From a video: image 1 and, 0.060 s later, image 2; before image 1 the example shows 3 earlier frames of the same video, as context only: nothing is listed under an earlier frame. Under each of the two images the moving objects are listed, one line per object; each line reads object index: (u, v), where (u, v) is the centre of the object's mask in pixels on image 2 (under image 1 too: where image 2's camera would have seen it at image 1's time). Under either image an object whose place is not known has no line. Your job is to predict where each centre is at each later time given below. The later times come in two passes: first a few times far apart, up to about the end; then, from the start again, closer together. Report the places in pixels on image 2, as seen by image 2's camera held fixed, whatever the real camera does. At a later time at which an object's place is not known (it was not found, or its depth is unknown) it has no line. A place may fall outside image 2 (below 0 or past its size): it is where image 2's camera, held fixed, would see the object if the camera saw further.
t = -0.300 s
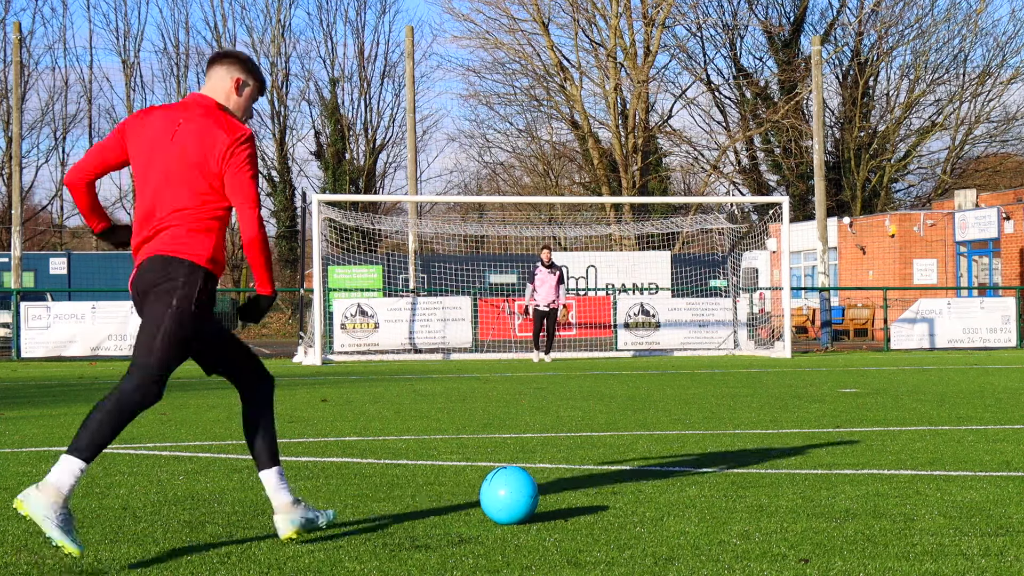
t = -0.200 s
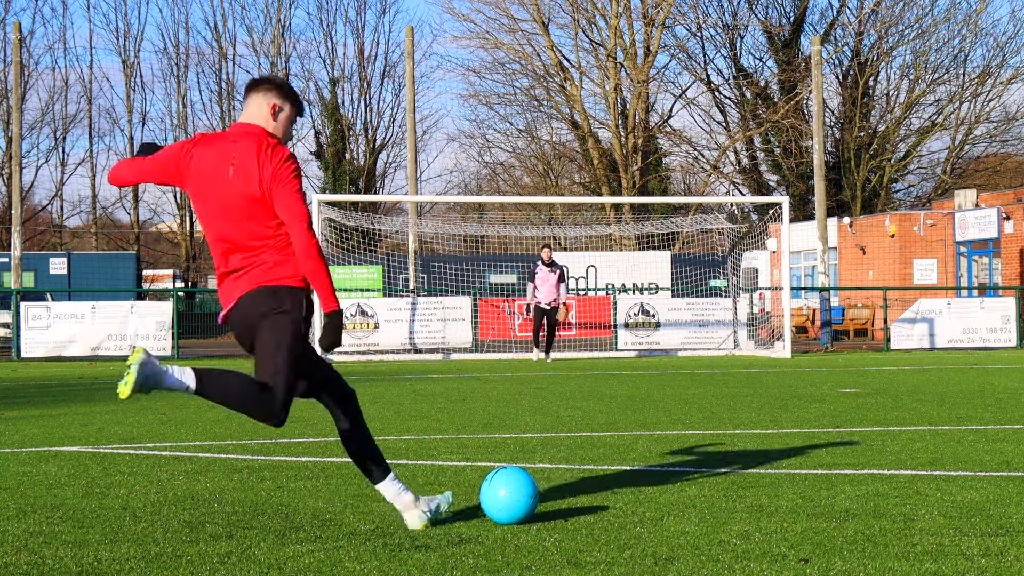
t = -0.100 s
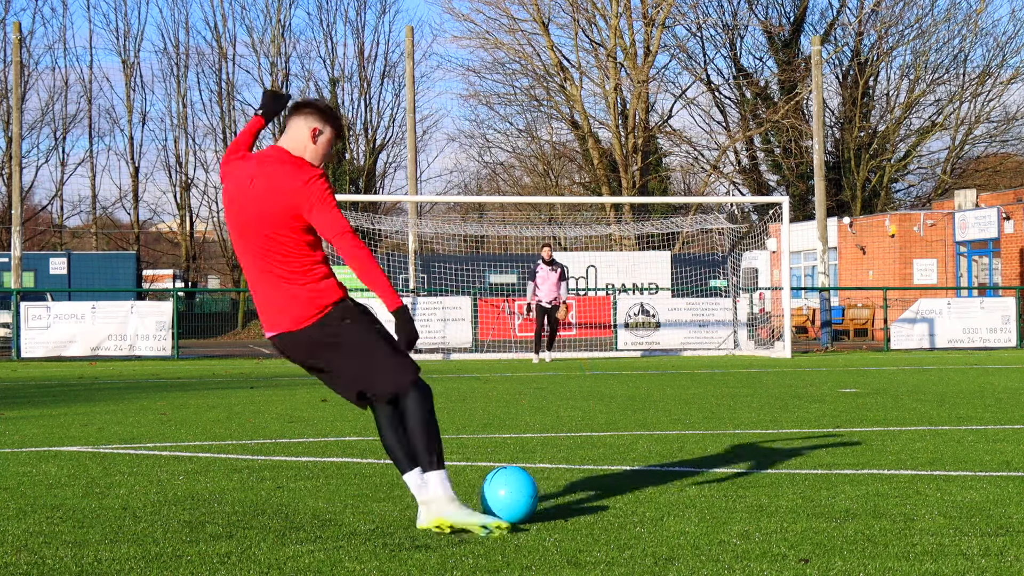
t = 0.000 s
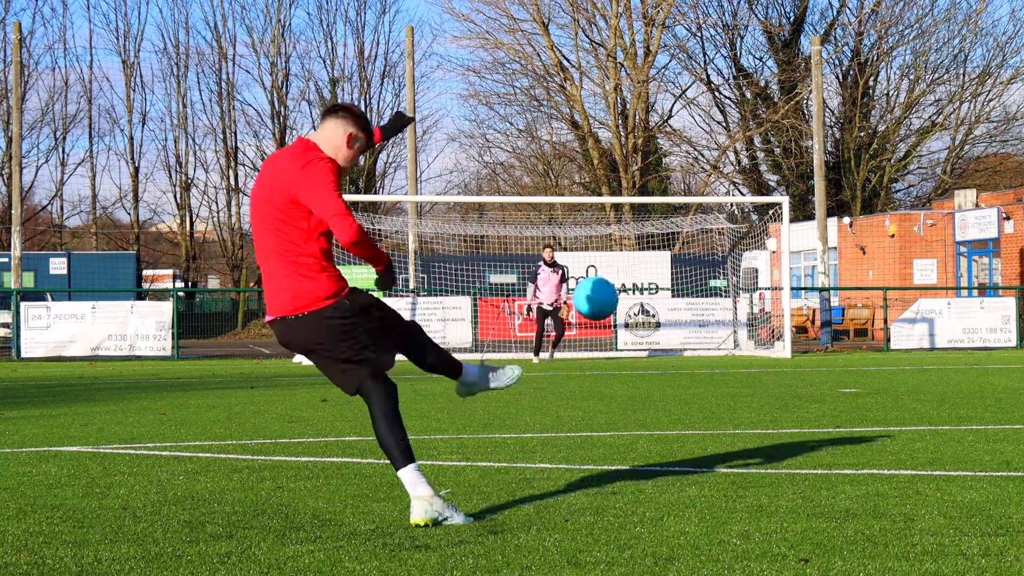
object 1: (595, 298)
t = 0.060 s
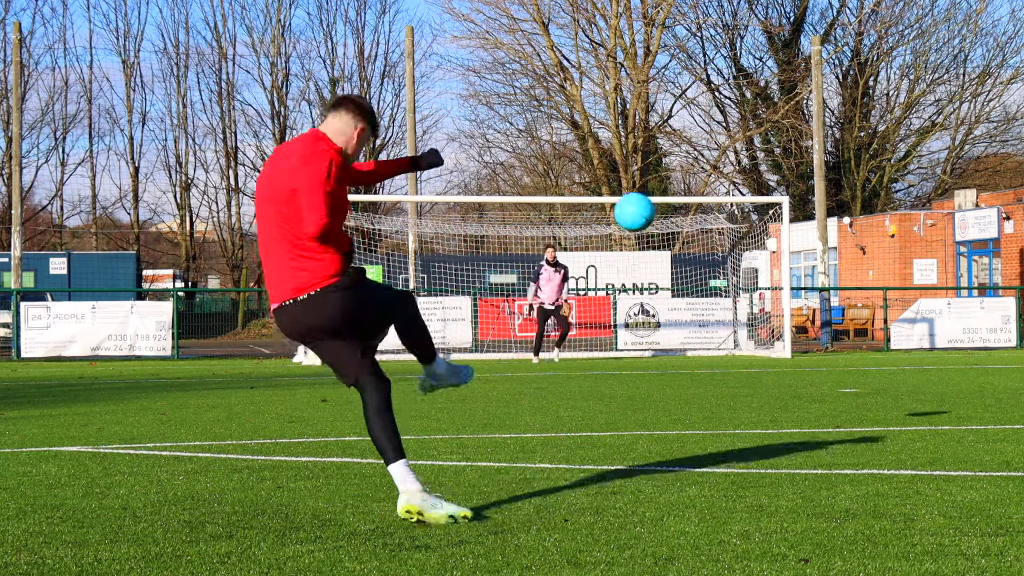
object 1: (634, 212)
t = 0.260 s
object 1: (701, 92)
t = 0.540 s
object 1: (728, 97)
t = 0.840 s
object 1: (724, 180)
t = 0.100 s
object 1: (655, 171)
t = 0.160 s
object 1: (678, 129)
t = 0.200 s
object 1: (689, 110)
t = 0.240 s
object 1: (697, 97)
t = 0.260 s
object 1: (701, 92)
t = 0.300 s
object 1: (707, 85)
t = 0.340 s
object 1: (713, 82)
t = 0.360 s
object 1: (716, 82)
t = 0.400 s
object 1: (721, 82)
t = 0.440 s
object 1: (724, 84)
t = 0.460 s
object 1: (725, 86)
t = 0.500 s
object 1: (727, 91)
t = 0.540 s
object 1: (728, 97)
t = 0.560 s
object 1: (728, 101)
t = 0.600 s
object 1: (729, 110)
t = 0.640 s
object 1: (729, 119)
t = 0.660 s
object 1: (729, 125)
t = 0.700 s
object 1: (729, 136)
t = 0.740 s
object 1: (727, 148)
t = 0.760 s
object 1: (727, 154)
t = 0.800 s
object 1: (725, 167)
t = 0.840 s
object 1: (724, 180)
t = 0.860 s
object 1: (723, 187)
